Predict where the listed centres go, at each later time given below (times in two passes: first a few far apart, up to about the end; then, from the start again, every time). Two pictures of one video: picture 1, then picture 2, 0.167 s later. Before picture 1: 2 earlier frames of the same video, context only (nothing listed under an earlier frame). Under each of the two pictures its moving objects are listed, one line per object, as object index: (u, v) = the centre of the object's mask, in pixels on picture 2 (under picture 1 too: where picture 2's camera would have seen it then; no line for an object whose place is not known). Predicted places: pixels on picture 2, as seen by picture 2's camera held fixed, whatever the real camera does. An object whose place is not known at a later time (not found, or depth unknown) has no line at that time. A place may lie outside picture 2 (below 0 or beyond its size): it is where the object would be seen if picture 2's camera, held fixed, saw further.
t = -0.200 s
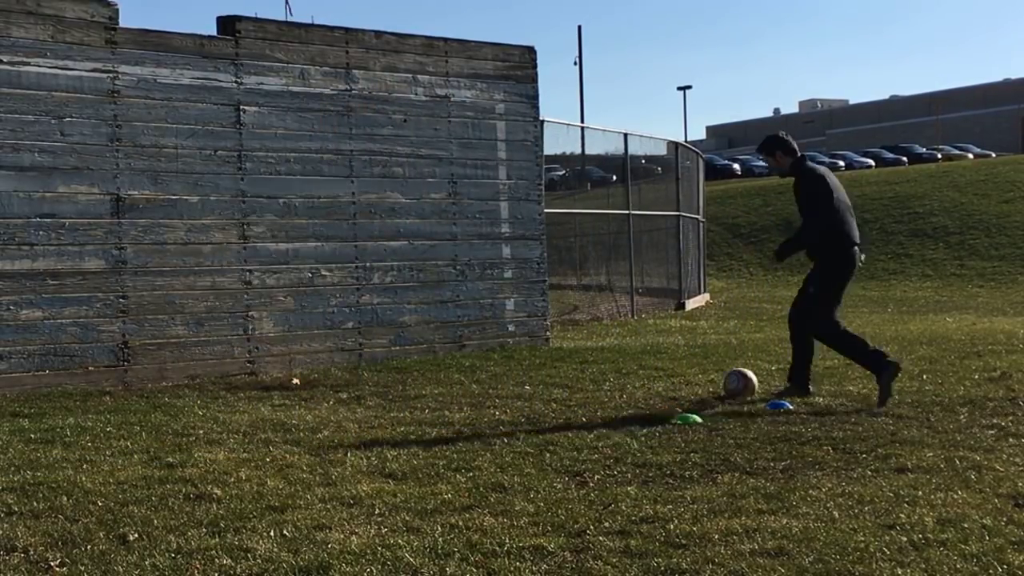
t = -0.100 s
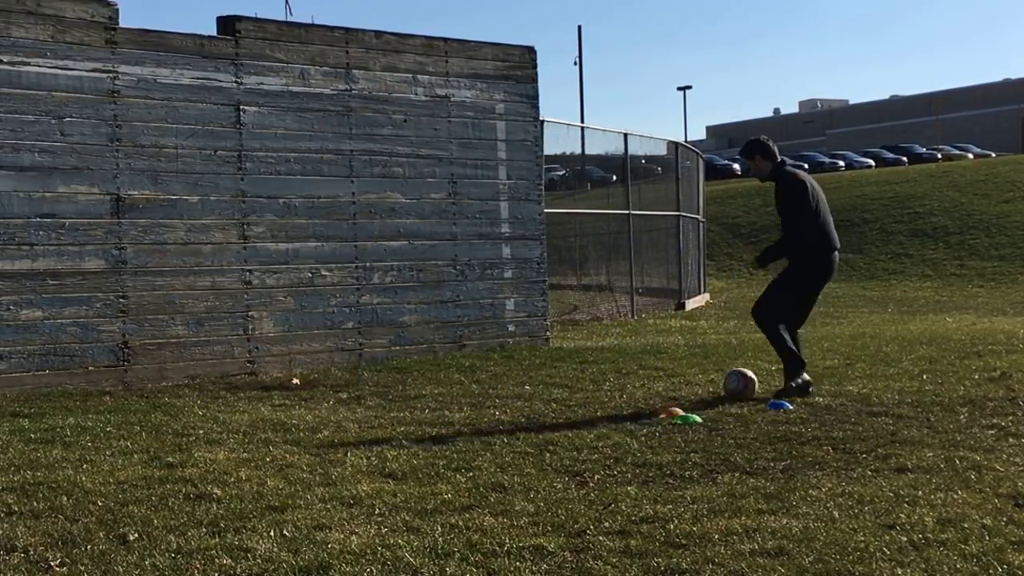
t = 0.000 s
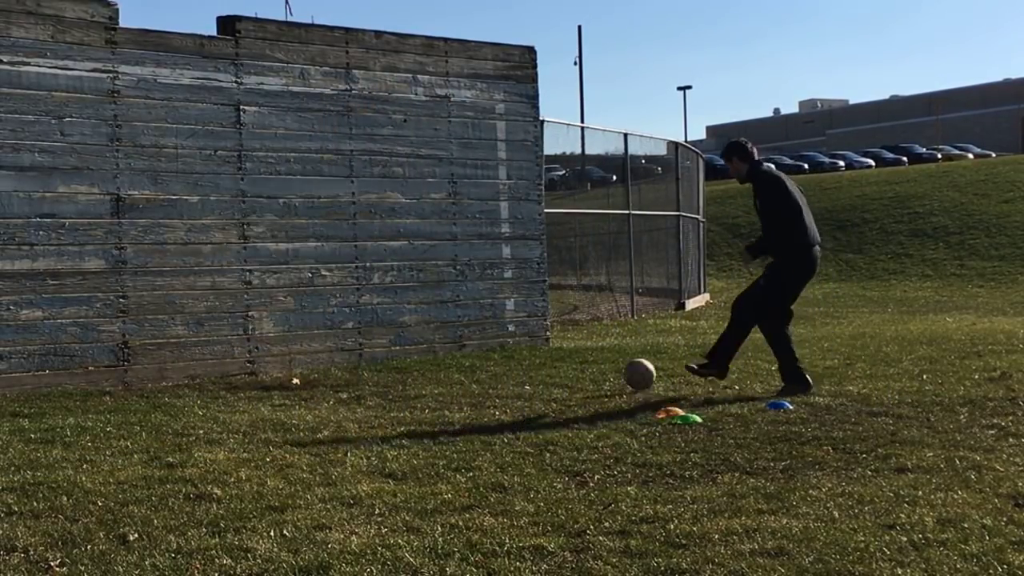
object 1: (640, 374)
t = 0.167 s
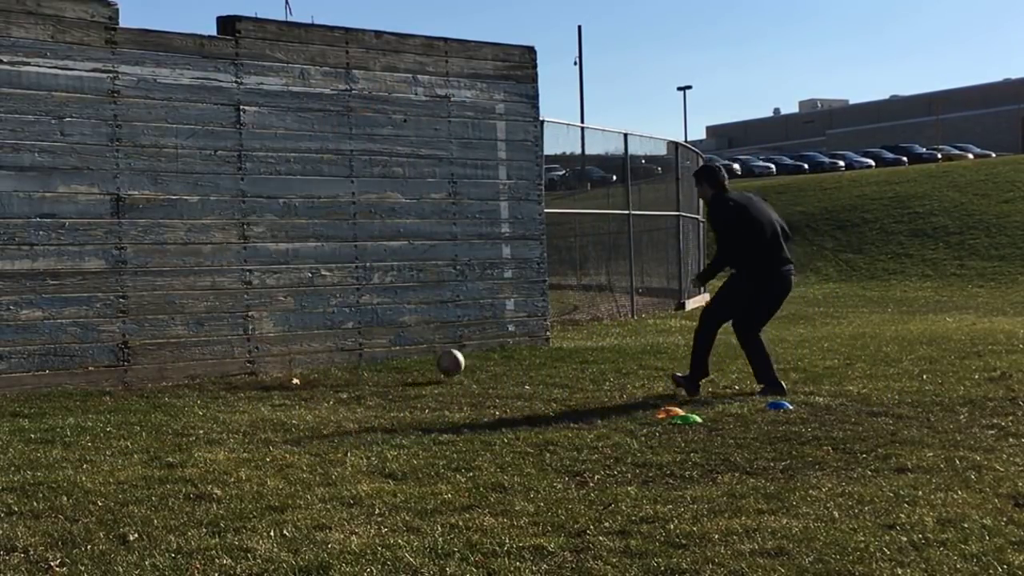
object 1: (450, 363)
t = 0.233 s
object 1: (402, 338)
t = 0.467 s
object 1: (384, 275)
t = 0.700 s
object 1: (506, 246)
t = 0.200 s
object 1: (426, 349)
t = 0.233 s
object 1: (402, 338)
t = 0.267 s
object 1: (380, 328)
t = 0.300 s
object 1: (358, 320)
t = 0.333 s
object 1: (337, 314)
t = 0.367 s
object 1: (338, 305)
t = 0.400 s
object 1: (353, 293)
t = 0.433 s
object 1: (368, 283)
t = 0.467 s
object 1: (384, 275)
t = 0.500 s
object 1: (400, 268)
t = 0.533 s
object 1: (417, 261)
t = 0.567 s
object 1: (434, 256)
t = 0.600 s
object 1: (452, 252)
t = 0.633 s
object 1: (469, 249)
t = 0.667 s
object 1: (487, 246)
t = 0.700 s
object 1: (506, 246)
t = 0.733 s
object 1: (525, 248)
